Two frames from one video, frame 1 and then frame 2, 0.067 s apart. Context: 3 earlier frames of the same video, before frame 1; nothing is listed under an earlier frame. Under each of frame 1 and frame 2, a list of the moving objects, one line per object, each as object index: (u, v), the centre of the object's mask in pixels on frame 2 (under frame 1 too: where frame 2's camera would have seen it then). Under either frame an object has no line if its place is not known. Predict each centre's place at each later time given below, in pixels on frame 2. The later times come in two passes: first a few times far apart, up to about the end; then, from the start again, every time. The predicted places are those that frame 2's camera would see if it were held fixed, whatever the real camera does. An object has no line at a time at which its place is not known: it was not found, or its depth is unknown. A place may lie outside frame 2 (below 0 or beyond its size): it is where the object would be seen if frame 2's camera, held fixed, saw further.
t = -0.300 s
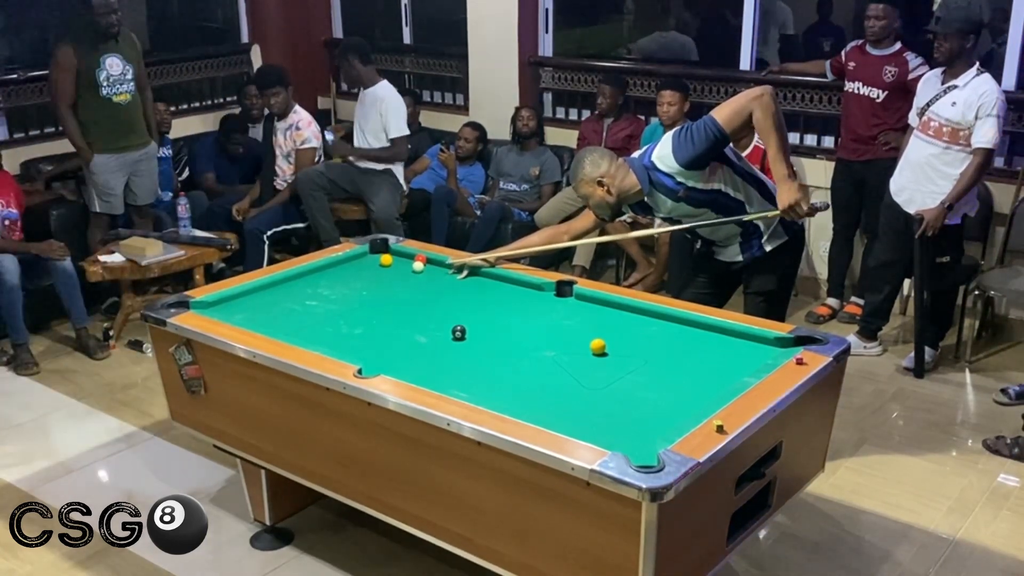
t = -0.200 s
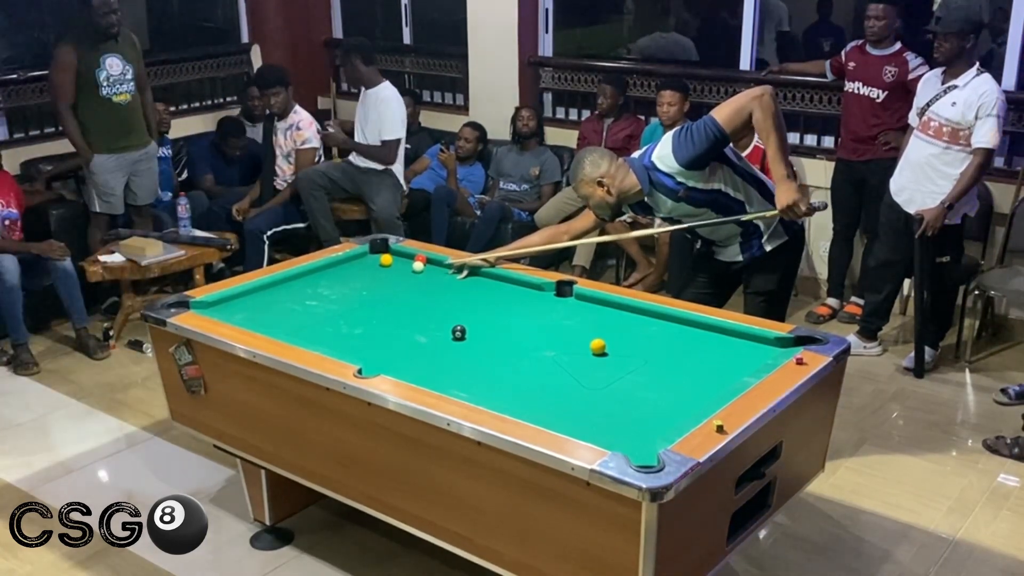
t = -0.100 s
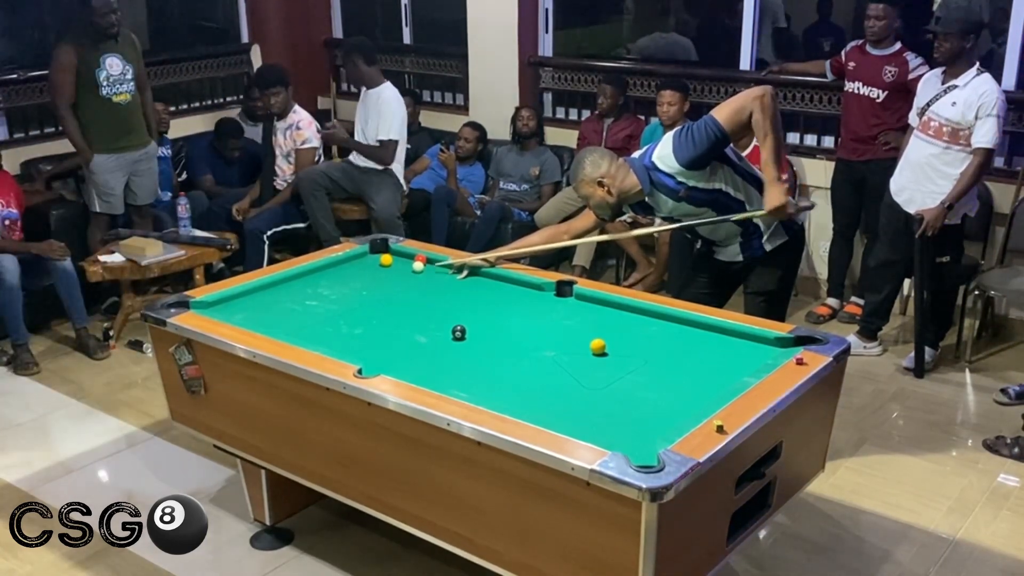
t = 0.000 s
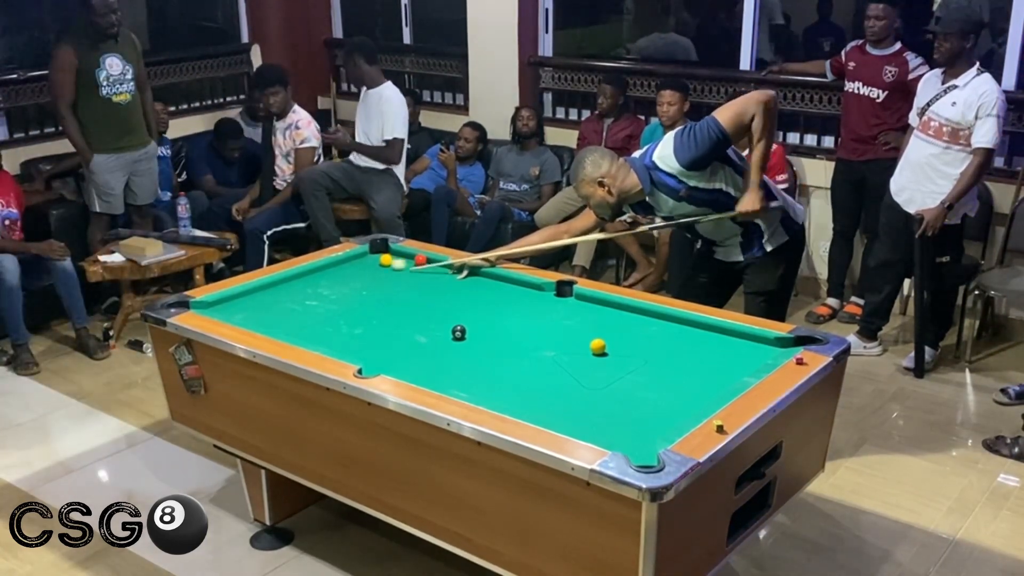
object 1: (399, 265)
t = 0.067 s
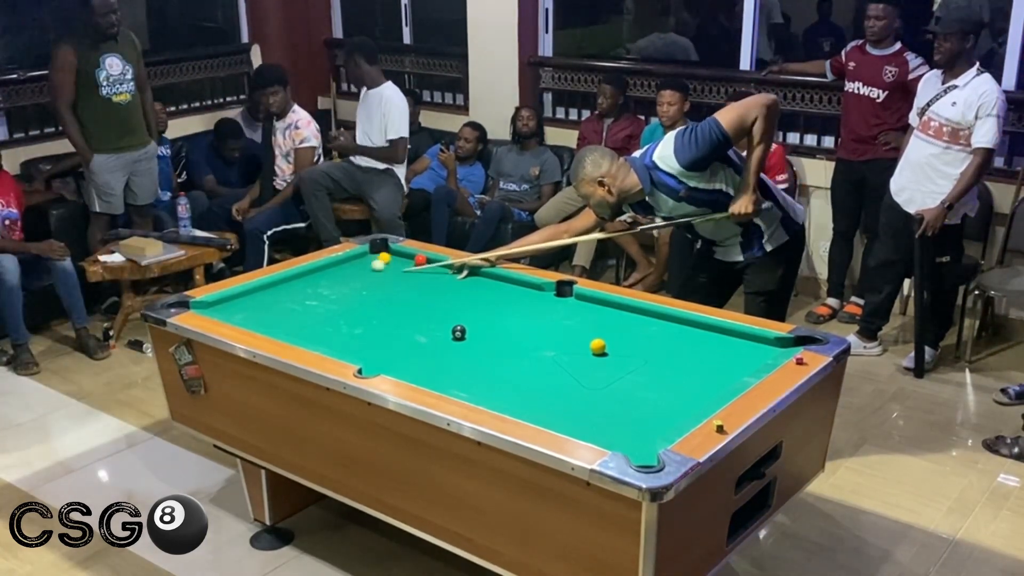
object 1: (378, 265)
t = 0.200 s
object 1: (346, 269)
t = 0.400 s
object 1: (306, 275)
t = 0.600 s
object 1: (292, 285)
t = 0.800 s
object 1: (277, 296)
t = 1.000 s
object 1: (263, 306)
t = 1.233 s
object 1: (247, 317)
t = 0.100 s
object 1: (369, 266)
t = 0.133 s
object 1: (361, 267)
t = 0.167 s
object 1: (354, 268)
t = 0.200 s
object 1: (346, 269)
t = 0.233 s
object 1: (339, 270)
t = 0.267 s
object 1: (331, 271)
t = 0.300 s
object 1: (324, 272)
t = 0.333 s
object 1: (316, 273)
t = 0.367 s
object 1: (309, 273)
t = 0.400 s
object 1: (306, 275)
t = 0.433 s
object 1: (304, 277)
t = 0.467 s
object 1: (301, 278)
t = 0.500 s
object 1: (299, 280)
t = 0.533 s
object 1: (297, 282)
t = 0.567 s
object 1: (294, 284)
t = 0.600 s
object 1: (292, 285)
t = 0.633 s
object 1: (289, 287)
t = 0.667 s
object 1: (287, 289)
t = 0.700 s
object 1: (285, 290)
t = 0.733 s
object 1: (282, 292)
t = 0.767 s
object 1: (280, 294)
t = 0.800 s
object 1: (277, 296)
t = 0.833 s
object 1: (275, 297)
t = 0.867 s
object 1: (273, 299)
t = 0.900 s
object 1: (270, 301)
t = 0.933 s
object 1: (268, 303)
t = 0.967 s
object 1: (265, 304)
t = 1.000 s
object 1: (263, 306)
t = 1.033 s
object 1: (260, 308)
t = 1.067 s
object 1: (258, 310)
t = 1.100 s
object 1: (255, 311)
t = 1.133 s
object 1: (253, 313)
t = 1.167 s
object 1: (250, 315)
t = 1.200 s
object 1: (248, 316)
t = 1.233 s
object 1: (247, 317)
